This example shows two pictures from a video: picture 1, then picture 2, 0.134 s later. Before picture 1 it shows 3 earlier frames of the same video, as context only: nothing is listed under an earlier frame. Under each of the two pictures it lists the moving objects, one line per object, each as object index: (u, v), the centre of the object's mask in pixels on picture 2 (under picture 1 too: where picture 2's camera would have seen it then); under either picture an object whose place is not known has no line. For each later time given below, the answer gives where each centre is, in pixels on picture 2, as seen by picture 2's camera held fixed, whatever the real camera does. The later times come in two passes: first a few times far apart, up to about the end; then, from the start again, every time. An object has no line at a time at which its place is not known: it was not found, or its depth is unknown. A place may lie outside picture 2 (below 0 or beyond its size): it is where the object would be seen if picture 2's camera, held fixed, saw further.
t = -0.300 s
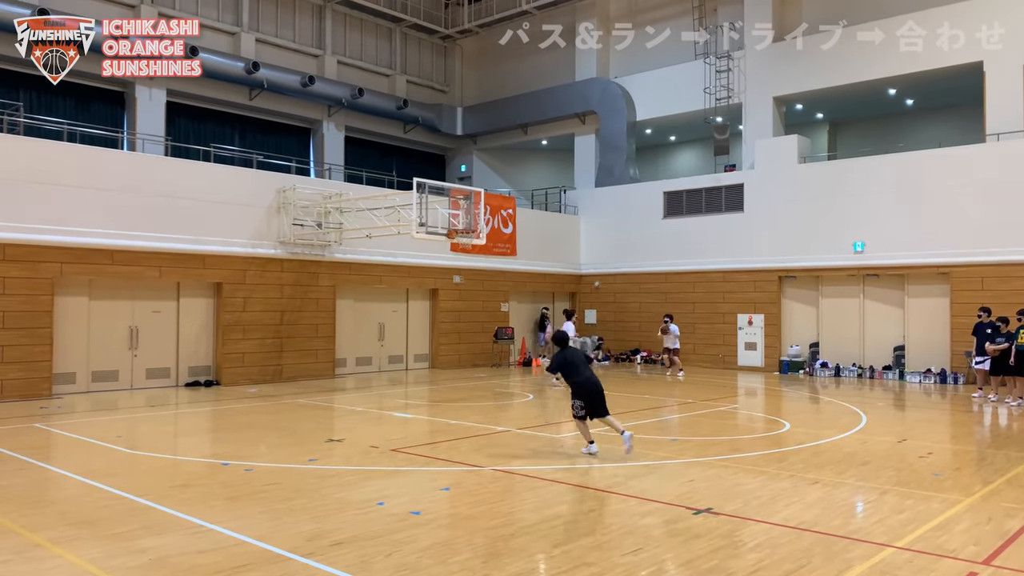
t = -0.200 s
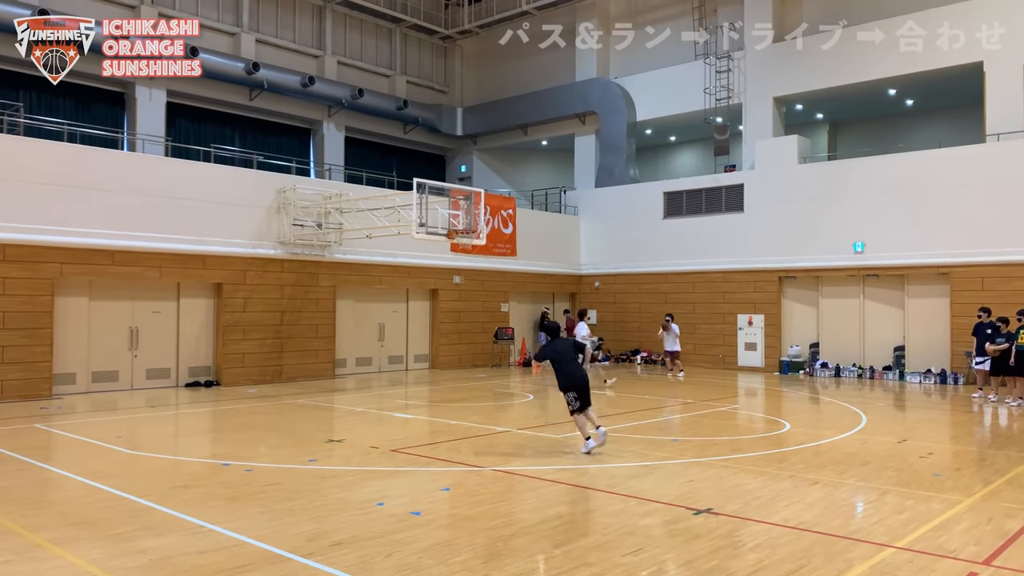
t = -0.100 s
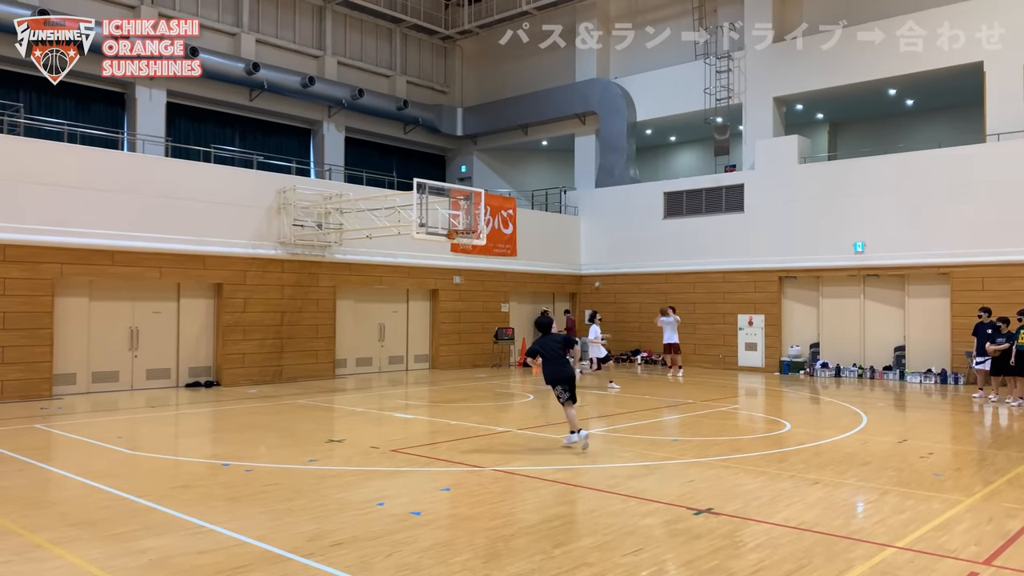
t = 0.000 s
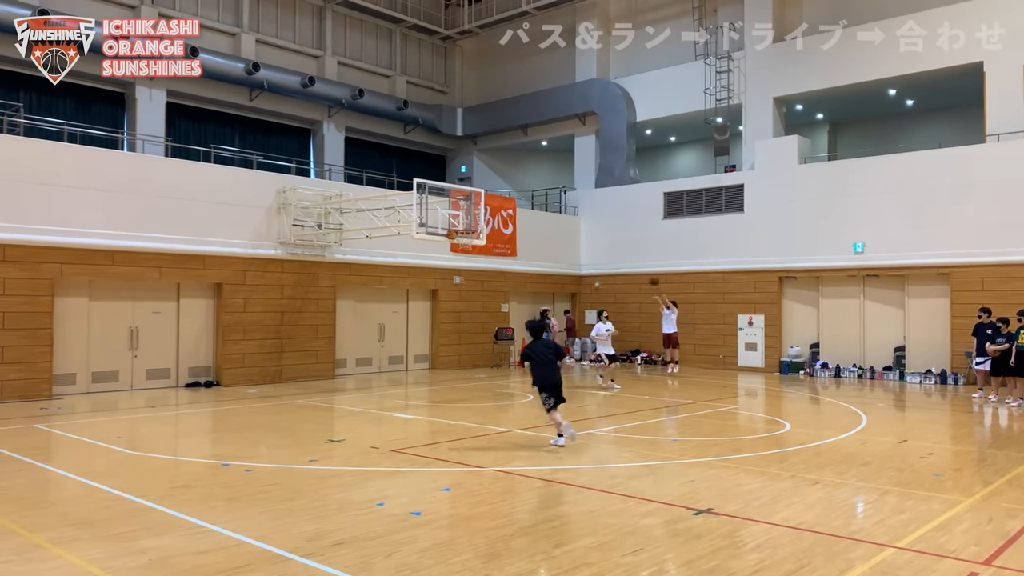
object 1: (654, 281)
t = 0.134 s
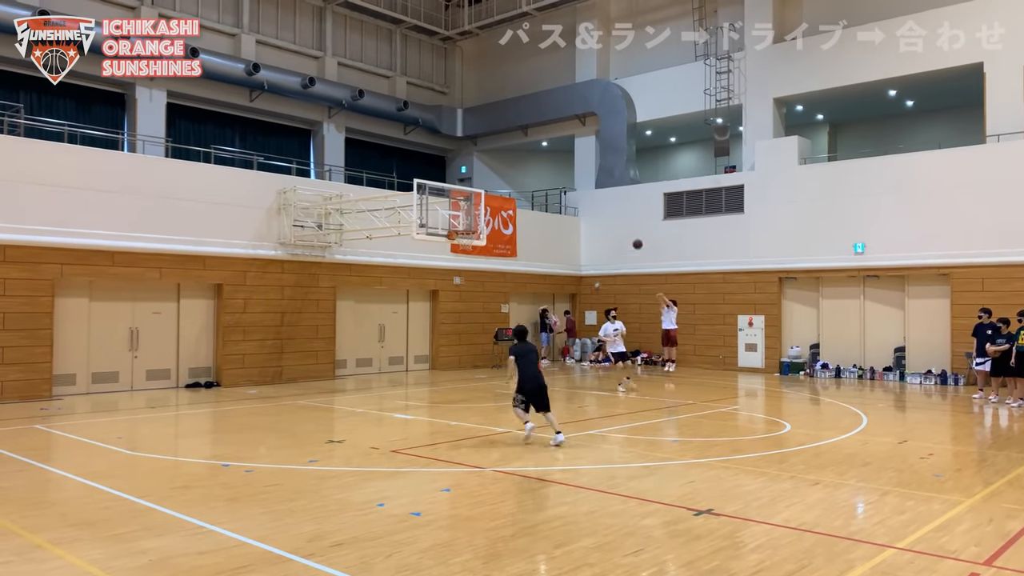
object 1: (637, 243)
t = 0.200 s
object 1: (628, 227)
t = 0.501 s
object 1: (589, 175)
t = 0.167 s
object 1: (633, 235)
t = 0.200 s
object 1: (628, 227)
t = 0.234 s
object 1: (625, 219)
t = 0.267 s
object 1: (620, 212)
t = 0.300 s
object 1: (616, 206)
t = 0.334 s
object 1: (612, 200)
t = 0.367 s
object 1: (607, 194)
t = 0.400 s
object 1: (603, 189)
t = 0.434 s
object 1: (598, 184)
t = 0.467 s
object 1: (593, 179)
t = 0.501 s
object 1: (589, 175)
